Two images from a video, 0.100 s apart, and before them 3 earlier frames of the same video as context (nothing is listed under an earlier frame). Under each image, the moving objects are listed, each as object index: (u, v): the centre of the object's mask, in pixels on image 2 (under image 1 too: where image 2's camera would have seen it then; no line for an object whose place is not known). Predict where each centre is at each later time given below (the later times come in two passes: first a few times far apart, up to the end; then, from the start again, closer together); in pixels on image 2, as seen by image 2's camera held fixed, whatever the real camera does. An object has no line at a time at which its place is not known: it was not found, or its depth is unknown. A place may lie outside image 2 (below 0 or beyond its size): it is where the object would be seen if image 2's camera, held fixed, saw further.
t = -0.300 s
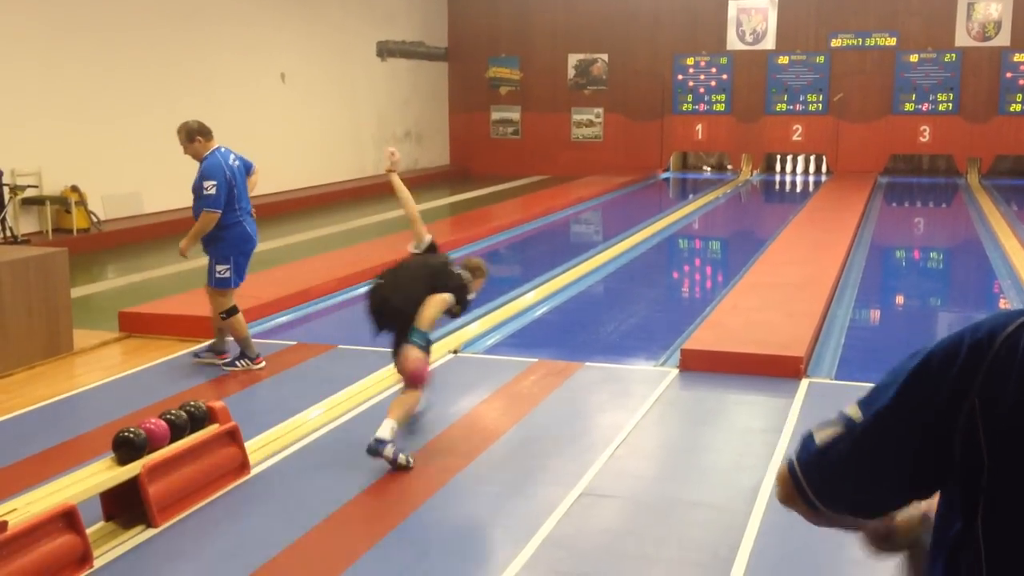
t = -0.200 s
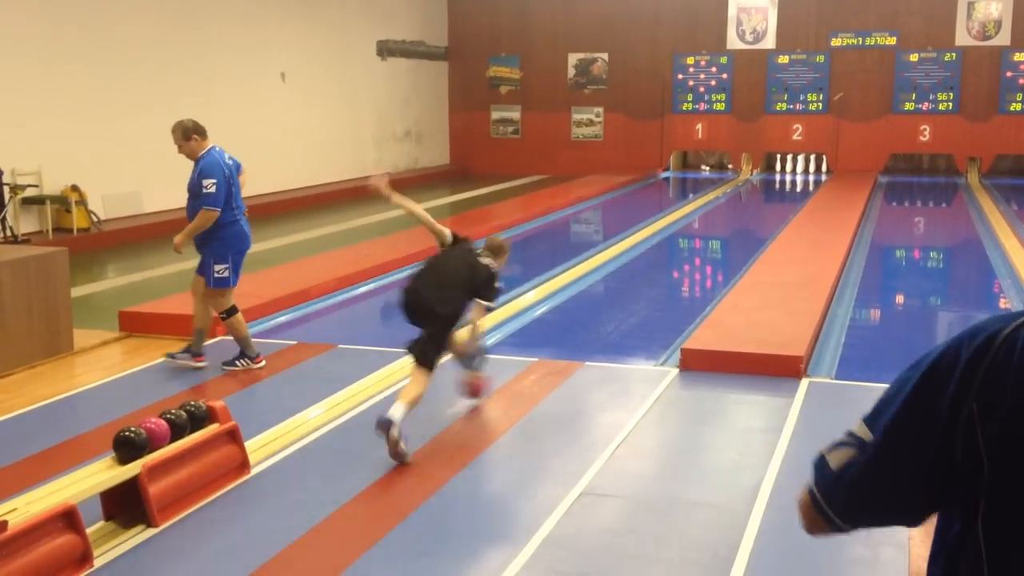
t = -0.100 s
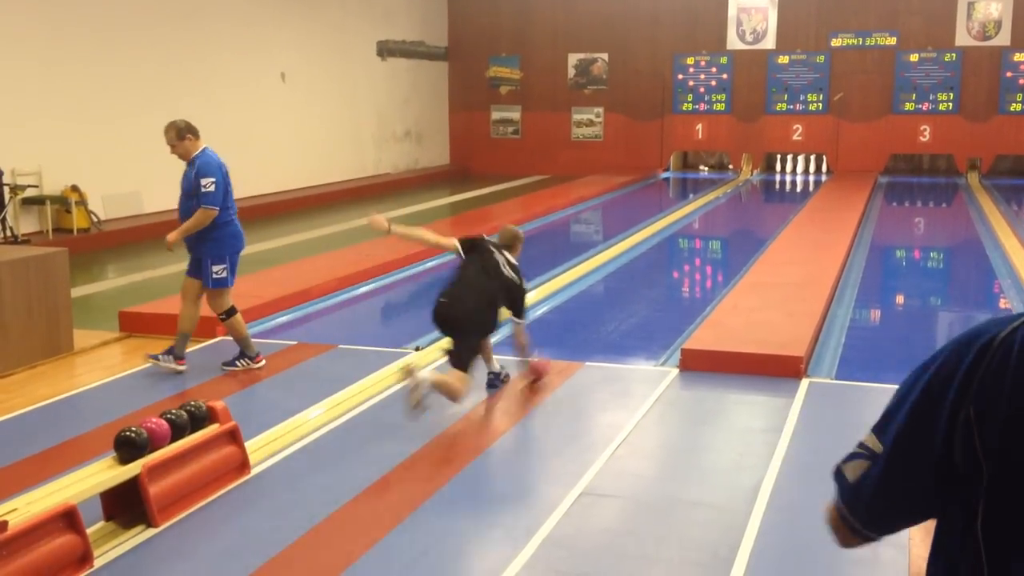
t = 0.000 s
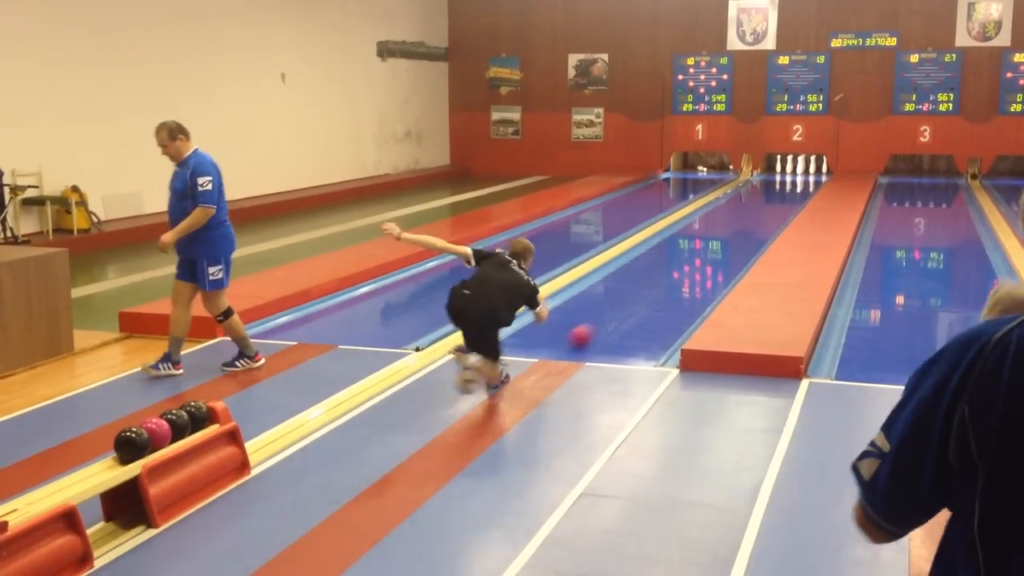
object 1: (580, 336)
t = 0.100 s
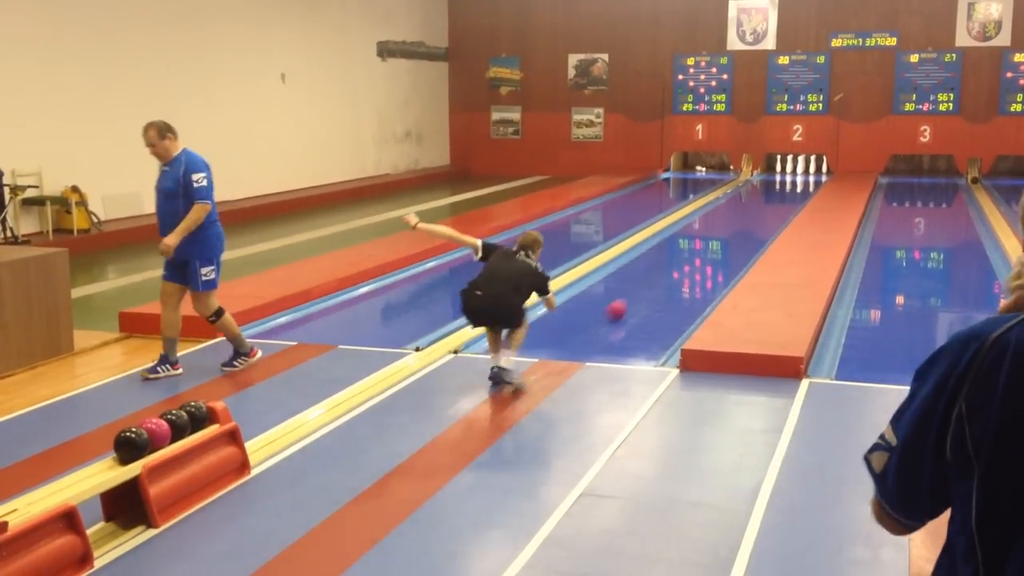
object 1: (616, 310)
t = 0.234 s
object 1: (654, 283)
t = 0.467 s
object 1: (699, 247)
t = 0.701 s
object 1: (732, 223)
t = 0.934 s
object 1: (755, 207)
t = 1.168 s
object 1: (773, 192)
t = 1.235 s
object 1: (779, 189)
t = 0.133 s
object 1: (627, 302)
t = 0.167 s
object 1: (636, 296)
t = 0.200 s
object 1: (645, 289)
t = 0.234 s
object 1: (654, 283)
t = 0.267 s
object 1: (661, 277)
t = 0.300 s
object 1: (669, 272)
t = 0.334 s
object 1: (676, 267)
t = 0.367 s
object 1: (682, 262)
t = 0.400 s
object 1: (689, 257)
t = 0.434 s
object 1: (695, 252)
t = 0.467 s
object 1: (699, 247)
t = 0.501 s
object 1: (705, 244)
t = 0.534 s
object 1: (709, 240)
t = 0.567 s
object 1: (715, 237)
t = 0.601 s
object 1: (720, 233)
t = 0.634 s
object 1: (724, 230)
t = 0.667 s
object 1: (728, 227)
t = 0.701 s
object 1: (732, 223)
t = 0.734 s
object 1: (736, 221)
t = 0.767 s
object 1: (739, 218)
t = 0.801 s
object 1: (743, 216)
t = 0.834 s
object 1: (746, 213)
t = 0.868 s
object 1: (749, 211)
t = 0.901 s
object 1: (753, 209)
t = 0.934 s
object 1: (755, 207)
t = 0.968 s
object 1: (758, 205)
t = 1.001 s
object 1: (761, 203)
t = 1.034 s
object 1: (764, 200)
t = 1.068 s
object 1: (767, 199)
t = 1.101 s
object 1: (769, 197)
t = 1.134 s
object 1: (771, 194)
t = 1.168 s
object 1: (773, 192)
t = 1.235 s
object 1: (779, 189)
